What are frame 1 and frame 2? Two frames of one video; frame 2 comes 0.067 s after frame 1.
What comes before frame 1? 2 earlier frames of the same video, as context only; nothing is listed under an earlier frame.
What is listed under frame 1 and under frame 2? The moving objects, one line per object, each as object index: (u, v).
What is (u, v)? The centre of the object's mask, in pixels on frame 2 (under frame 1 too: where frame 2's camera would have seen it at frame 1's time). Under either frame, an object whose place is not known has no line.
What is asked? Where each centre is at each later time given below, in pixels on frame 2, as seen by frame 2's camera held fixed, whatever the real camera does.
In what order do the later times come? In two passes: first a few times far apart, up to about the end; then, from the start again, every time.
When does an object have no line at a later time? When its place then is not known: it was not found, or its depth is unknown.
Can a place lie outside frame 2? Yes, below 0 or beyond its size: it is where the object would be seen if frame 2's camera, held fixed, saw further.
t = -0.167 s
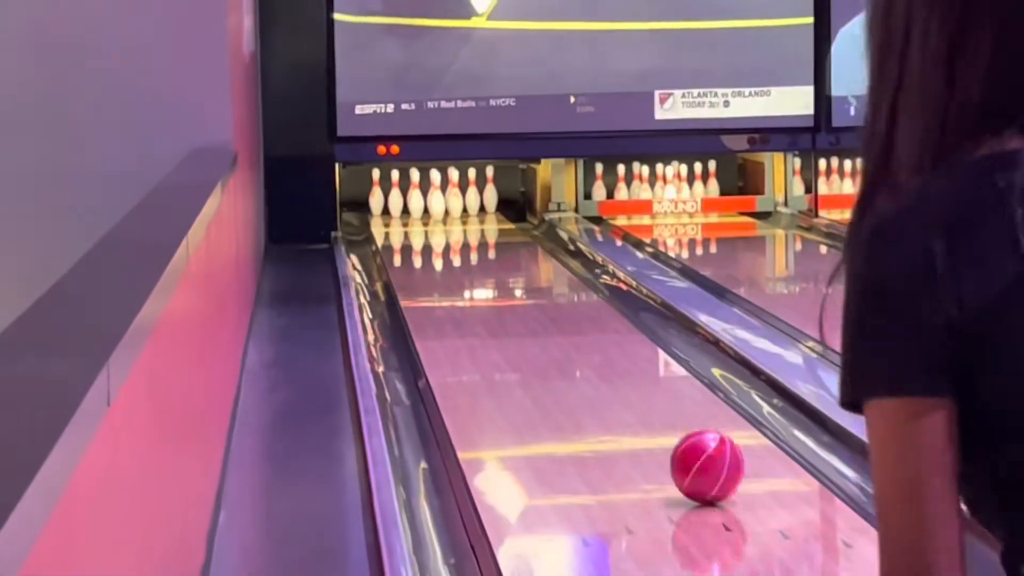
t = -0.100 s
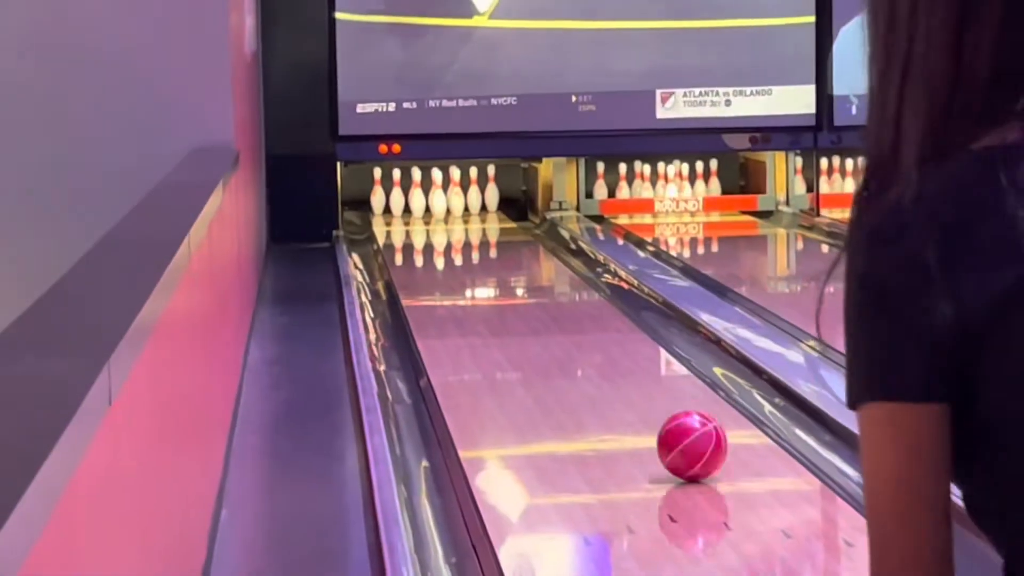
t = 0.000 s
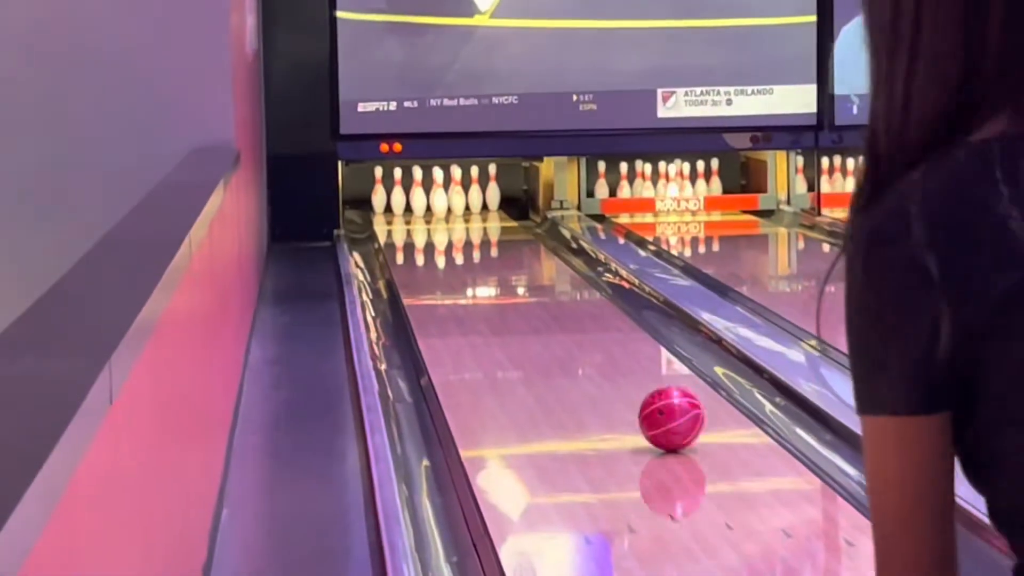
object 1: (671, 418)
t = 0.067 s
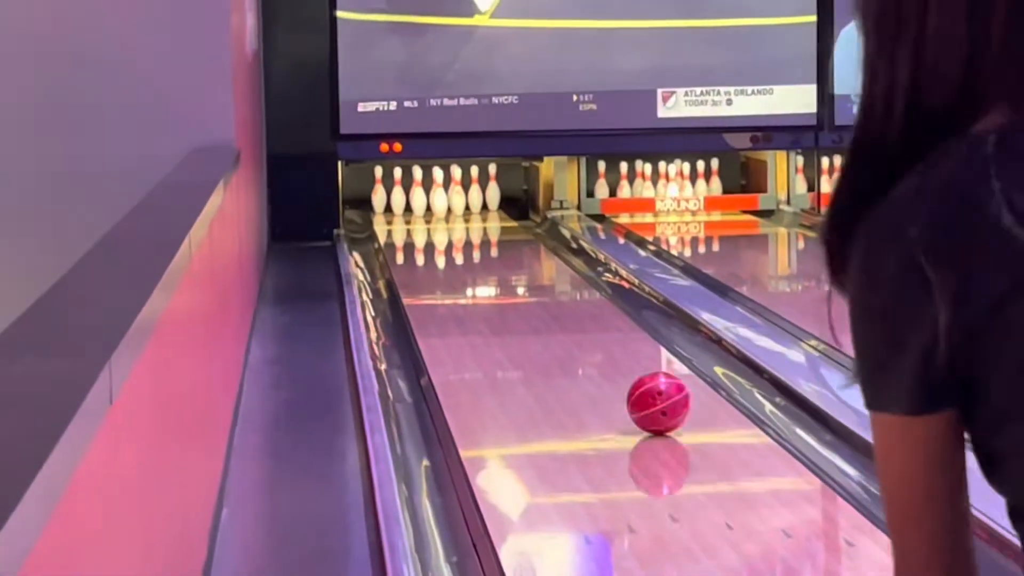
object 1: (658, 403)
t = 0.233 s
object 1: (630, 369)
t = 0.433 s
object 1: (603, 337)
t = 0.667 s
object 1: (578, 306)
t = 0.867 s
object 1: (559, 285)
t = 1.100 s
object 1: (542, 265)
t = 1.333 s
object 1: (528, 248)
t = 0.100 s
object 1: (652, 396)
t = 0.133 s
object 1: (646, 389)
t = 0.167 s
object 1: (640, 382)
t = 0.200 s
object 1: (635, 375)
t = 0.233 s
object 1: (630, 369)
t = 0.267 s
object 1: (625, 363)
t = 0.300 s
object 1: (620, 357)
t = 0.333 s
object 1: (615, 352)
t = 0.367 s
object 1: (611, 347)
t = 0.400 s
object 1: (607, 341)
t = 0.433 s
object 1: (603, 337)
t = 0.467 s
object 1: (599, 333)
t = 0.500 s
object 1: (595, 328)
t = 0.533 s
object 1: (592, 323)
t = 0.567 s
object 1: (588, 318)
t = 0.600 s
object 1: (584, 314)
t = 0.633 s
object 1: (581, 310)
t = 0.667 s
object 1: (578, 306)
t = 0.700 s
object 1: (575, 302)
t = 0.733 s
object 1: (571, 299)
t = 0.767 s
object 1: (568, 295)
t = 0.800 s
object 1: (565, 291)
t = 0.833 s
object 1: (562, 288)
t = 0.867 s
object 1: (559, 285)
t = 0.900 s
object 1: (557, 282)
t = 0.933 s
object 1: (553, 278)
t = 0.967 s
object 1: (552, 275)
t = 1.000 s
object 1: (548, 273)
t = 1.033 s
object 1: (547, 270)
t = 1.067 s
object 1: (545, 268)
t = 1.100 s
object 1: (542, 265)
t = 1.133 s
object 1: (540, 262)
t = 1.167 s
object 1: (538, 259)
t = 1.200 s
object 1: (536, 257)
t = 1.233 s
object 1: (534, 255)
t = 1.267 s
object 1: (532, 253)
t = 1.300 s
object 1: (530, 250)
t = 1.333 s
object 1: (528, 248)
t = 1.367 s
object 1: (527, 246)
